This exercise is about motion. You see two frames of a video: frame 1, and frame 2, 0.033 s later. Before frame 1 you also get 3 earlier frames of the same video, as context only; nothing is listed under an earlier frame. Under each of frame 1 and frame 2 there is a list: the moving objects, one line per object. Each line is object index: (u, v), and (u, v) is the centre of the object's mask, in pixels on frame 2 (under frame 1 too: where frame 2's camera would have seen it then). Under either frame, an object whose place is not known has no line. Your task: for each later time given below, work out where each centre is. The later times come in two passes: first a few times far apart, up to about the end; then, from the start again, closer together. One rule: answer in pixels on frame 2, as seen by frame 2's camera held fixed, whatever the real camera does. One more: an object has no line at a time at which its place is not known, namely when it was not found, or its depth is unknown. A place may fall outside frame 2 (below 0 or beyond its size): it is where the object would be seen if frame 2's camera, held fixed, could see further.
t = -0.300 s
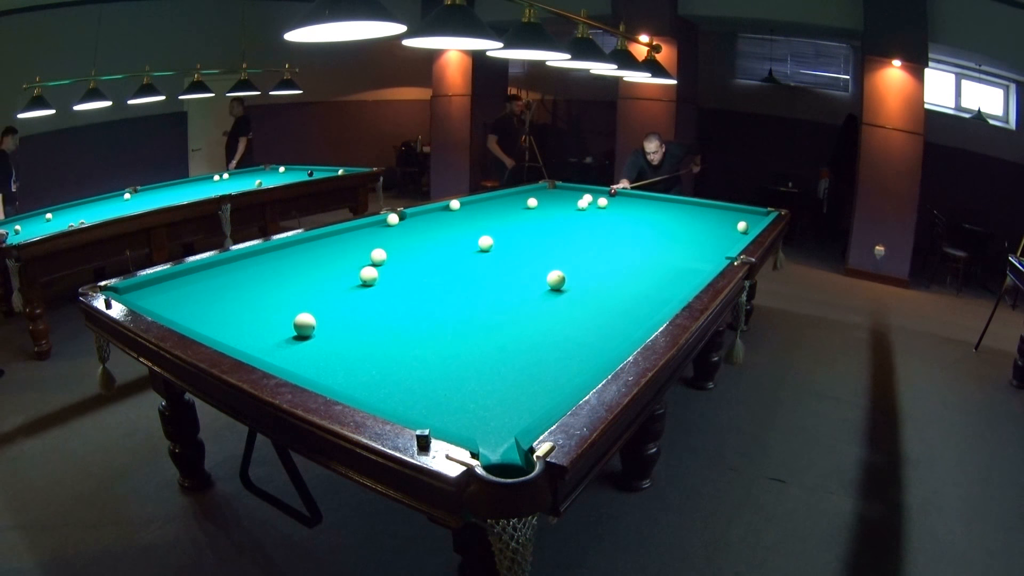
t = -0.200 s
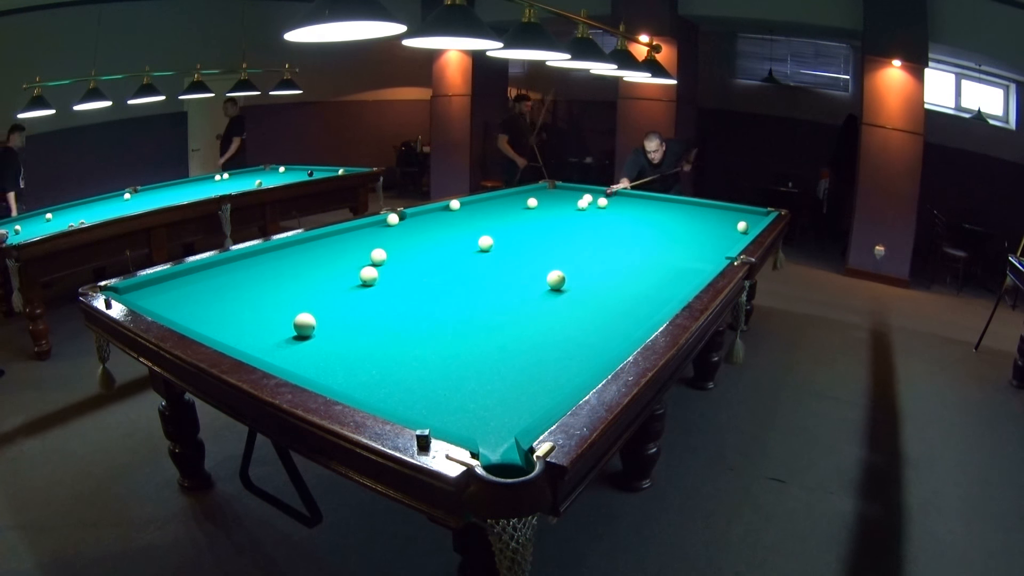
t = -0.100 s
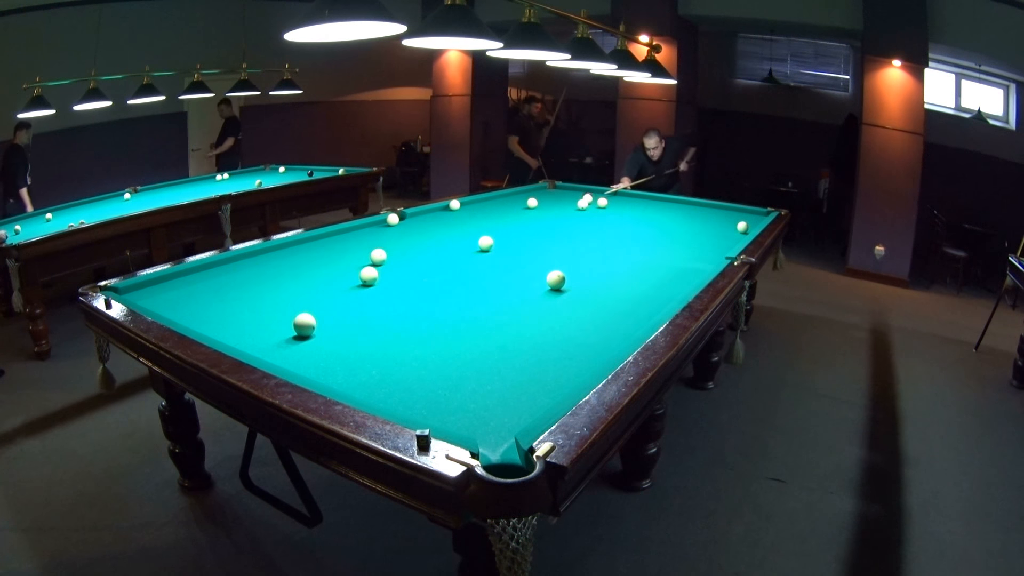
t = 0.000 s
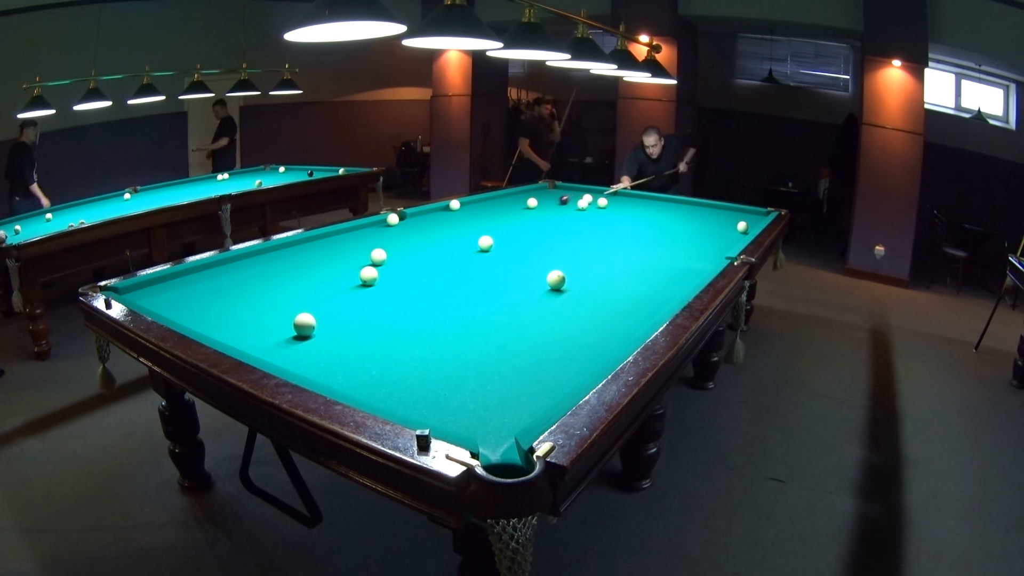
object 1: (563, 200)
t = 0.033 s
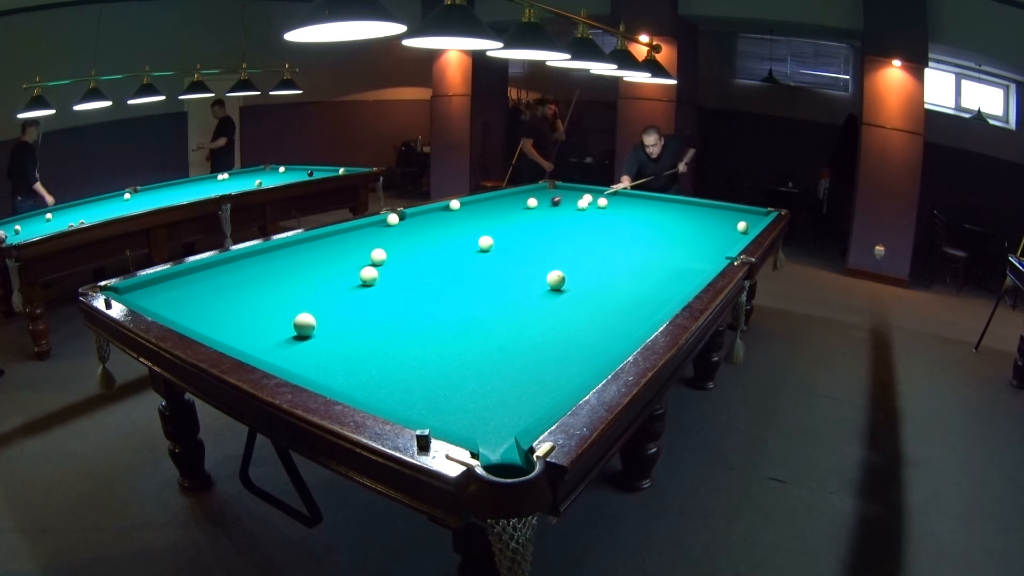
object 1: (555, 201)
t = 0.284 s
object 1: (549, 212)
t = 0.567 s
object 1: (546, 226)
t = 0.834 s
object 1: (540, 244)
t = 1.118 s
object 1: (532, 269)
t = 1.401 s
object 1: (521, 306)
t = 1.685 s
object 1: (503, 362)
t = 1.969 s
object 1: (502, 426)
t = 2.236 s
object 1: (532, 389)
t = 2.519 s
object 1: (548, 358)
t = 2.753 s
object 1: (559, 338)
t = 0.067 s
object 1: (547, 202)
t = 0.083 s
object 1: (543, 203)
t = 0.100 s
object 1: (542, 204)
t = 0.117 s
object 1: (543, 205)
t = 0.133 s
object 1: (545, 205)
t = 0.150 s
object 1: (545, 206)
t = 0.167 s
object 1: (546, 207)
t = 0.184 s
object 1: (547, 207)
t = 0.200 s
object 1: (548, 208)
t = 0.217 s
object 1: (548, 209)
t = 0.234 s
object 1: (549, 209)
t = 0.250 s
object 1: (549, 210)
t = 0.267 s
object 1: (549, 211)
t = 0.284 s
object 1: (549, 212)
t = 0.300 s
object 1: (549, 212)
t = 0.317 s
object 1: (549, 213)
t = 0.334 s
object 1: (549, 214)
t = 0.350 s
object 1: (549, 215)
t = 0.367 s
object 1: (549, 215)
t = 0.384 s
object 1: (548, 216)
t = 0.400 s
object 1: (548, 217)
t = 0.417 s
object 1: (548, 218)
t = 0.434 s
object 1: (548, 219)
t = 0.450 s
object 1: (548, 220)
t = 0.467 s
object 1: (547, 221)
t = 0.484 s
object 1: (547, 221)
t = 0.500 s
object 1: (547, 222)
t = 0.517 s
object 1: (546, 223)
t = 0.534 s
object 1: (546, 224)
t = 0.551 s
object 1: (546, 225)
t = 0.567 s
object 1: (546, 226)
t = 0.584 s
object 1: (545, 227)
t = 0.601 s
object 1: (545, 228)
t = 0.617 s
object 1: (545, 229)
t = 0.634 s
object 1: (544, 230)
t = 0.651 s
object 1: (544, 231)
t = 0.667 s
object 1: (544, 232)
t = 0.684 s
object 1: (543, 233)
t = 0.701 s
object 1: (543, 234)
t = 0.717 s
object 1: (543, 235)
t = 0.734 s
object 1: (543, 236)
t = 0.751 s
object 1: (542, 238)
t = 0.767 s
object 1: (542, 239)
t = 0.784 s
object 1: (541, 240)
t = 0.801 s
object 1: (541, 241)
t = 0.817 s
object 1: (541, 242)
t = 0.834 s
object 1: (540, 244)
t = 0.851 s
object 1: (540, 245)
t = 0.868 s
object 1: (539, 246)
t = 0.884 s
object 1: (539, 248)
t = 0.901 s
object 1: (539, 249)
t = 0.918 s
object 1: (538, 250)
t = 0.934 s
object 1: (538, 252)
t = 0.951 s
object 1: (537, 253)
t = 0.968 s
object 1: (537, 255)
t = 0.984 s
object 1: (536, 256)
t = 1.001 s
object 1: (536, 258)
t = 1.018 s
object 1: (535, 259)
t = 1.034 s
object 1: (535, 261)
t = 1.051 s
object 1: (534, 262)
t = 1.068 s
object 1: (534, 264)
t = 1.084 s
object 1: (533, 266)
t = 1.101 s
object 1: (533, 267)
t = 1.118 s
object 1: (532, 269)
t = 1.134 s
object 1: (532, 271)
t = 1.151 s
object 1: (531, 273)
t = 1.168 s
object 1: (531, 275)
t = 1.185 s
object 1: (530, 277)
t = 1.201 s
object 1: (529, 279)
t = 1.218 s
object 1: (529, 281)
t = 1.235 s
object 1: (528, 283)
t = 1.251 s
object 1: (527, 285)
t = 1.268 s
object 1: (527, 287)
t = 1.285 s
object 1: (526, 289)
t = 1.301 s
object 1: (525, 292)
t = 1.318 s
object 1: (525, 294)
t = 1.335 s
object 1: (524, 296)
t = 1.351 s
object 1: (523, 298)
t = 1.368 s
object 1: (522, 301)
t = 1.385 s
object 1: (522, 303)
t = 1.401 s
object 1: (521, 306)
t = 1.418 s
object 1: (520, 309)
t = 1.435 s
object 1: (519, 311)
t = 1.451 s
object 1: (518, 314)
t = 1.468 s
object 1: (517, 317)
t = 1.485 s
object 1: (516, 320)
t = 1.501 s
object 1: (515, 323)
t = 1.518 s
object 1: (514, 326)
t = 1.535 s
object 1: (513, 329)
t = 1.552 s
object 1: (512, 332)
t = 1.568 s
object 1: (511, 336)
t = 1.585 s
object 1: (510, 339)
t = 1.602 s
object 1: (509, 343)
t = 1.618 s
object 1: (508, 346)
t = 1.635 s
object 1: (507, 350)
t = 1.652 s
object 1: (505, 354)
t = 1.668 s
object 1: (504, 358)
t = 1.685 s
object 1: (503, 362)
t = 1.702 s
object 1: (502, 366)
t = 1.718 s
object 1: (500, 370)
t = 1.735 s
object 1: (499, 375)
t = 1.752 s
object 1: (497, 380)
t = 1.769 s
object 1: (496, 384)
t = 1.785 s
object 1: (494, 389)
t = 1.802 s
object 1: (492, 395)
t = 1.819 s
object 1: (491, 400)
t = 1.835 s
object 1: (489, 405)
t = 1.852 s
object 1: (487, 411)
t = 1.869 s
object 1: (485, 417)
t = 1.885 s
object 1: (483, 423)
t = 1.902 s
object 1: (482, 429)
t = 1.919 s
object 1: (482, 432)
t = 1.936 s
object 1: (487, 432)
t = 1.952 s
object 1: (494, 429)
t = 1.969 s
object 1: (502, 426)
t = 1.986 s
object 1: (508, 423)
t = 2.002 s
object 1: (514, 420)
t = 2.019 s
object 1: (516, 418)
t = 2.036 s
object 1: (517, 416)
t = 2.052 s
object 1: (519, 413)
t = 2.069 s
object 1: (520, 411)
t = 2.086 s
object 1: (522, 409)
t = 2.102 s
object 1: (523, 407)
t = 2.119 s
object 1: (524, 405)
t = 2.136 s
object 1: (525, 403)
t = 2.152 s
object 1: (527, 400)
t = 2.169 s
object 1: (528, 398)
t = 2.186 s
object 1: (529, 396)
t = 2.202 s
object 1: (530, 394)
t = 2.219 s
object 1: (531, 392)
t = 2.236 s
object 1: (532, 389)
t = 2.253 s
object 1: (533, 387)
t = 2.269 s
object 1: (534, 385)
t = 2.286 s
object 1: (535, 383)
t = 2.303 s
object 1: (537, 381)
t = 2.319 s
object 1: (537, 379)
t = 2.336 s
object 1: (538, 378)
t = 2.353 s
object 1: (539, 376)
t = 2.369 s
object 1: (540, 374)
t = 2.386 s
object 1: (541, 372)
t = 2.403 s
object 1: (542, 370)
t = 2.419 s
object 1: (543, 368)
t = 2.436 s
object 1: (544, 366)
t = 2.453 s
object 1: (545, 365)
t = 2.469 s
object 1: (546, 363)
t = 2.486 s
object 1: (547, 361)
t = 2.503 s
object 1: (548, 360)
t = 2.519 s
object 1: (548, 358)
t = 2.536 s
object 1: (549, 357)
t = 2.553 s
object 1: (550, 355)
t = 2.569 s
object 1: (551, 354)
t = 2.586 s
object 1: (552, 352)
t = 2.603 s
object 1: (552, 350)
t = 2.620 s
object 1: (553, 349)
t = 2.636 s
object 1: (554, 347)
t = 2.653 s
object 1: (555, 346)
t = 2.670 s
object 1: (555, 345)
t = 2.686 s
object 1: (556, 343)
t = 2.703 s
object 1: (557, 342)
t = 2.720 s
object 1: (558, 340)
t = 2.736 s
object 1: (558, 339)
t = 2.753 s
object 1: (559, 338)
